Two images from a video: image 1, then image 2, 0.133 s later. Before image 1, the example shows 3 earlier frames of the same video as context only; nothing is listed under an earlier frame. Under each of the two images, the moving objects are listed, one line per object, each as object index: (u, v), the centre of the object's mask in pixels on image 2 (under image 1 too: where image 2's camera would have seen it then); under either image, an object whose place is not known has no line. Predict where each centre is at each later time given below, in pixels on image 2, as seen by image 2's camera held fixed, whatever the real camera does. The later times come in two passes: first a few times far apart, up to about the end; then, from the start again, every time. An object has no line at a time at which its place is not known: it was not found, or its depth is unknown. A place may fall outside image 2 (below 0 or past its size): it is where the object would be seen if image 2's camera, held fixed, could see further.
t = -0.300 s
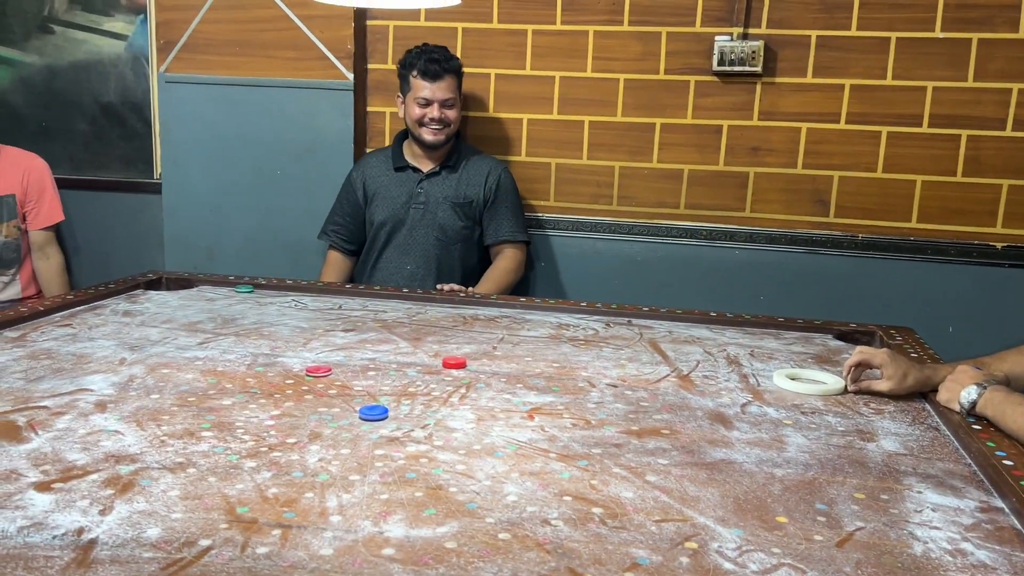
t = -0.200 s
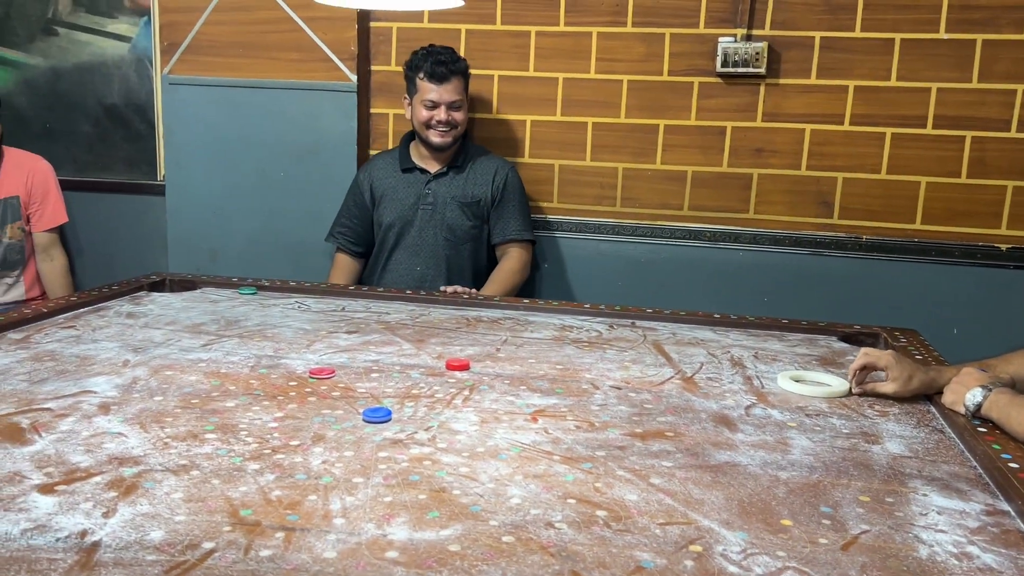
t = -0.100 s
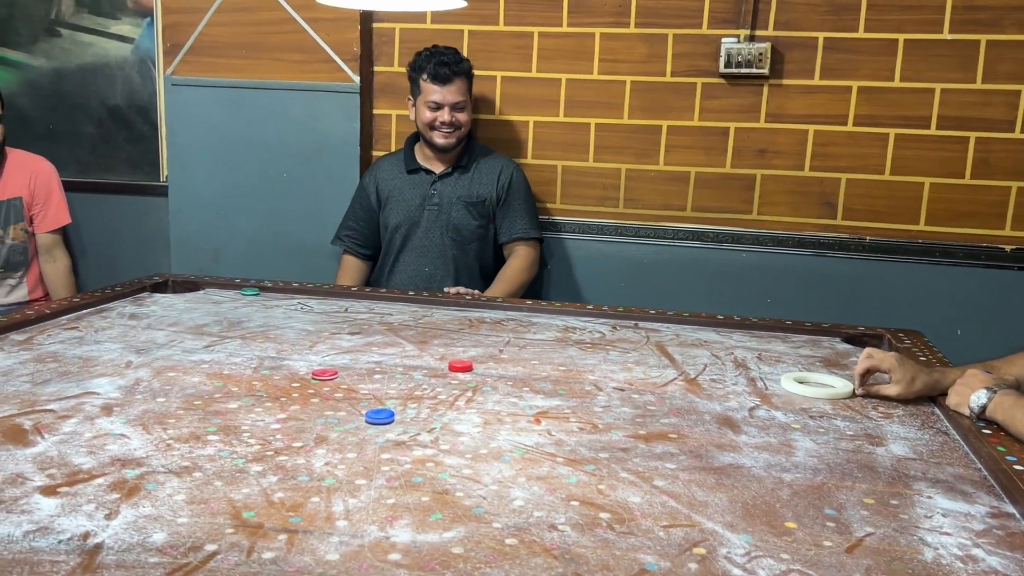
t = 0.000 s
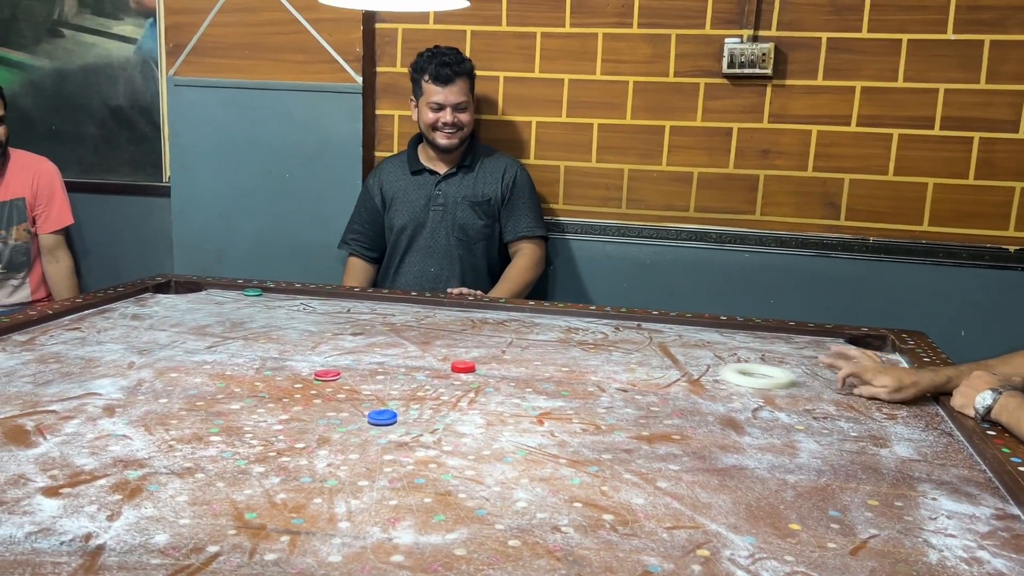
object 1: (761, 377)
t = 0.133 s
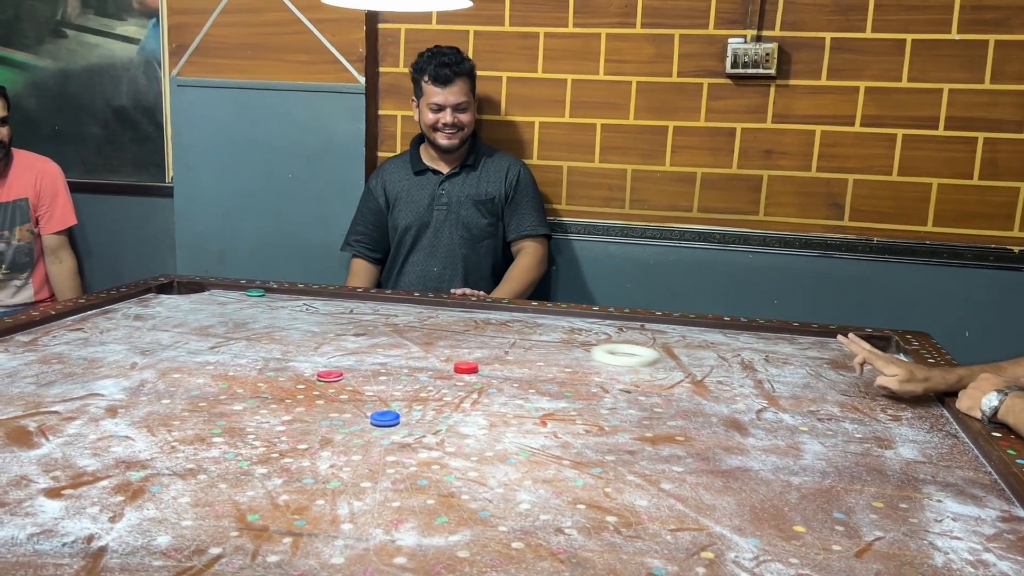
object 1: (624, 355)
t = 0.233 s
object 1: (537, 341)
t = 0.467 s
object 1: (366, 315)
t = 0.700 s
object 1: (227, 297)
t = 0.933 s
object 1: (212, 300)
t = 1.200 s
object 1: (313, 309)
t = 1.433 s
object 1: (395, 317)
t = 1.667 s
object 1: (475, 323)
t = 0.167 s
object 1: (593, 350)
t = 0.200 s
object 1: (564, 345)
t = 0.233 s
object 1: (537, 341)
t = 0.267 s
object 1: (509, 337)
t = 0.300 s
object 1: (484, 333)
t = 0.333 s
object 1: (458, 329)
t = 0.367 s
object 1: (434, 325)
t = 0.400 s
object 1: (411, 322)
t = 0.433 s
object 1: (388, 318)
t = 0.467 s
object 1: (366, 315)
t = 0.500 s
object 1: (344, 312)
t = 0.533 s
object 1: (323, 309)
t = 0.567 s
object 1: (303, 305)
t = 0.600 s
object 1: (283, 303)
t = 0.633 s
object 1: (263, 299)
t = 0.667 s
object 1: (245, 298)
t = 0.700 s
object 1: (227, 297)
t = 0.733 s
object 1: (208, 297)
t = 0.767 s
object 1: (190, 296)
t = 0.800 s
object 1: (172, 295)
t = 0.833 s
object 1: (173, 296)
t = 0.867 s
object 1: (186, 298)
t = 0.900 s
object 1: (200, 299)
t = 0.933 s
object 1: (212, 300)
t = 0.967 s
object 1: (225, 301)
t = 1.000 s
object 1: (238, 302)
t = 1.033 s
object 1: (250, 304)
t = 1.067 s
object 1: (263, 305)
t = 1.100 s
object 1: (275, 306)
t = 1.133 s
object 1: (288, 307)
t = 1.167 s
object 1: (300, 308)
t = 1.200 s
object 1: (313, 309)
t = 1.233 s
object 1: (325, 310)
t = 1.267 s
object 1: (336, 311)
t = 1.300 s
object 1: (349, 312)
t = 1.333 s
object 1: (361, 313)
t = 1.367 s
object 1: (372, 314)
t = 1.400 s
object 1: (384, 315)
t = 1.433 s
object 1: (395, 317)
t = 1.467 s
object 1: (407, 317)
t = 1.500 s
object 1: (419, 319)
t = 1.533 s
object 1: (430, 319)
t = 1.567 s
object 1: (442, 320)
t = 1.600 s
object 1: (453, 321)
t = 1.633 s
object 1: (463, 322)
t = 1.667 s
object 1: (475, 323)
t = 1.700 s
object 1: (485, 324)
